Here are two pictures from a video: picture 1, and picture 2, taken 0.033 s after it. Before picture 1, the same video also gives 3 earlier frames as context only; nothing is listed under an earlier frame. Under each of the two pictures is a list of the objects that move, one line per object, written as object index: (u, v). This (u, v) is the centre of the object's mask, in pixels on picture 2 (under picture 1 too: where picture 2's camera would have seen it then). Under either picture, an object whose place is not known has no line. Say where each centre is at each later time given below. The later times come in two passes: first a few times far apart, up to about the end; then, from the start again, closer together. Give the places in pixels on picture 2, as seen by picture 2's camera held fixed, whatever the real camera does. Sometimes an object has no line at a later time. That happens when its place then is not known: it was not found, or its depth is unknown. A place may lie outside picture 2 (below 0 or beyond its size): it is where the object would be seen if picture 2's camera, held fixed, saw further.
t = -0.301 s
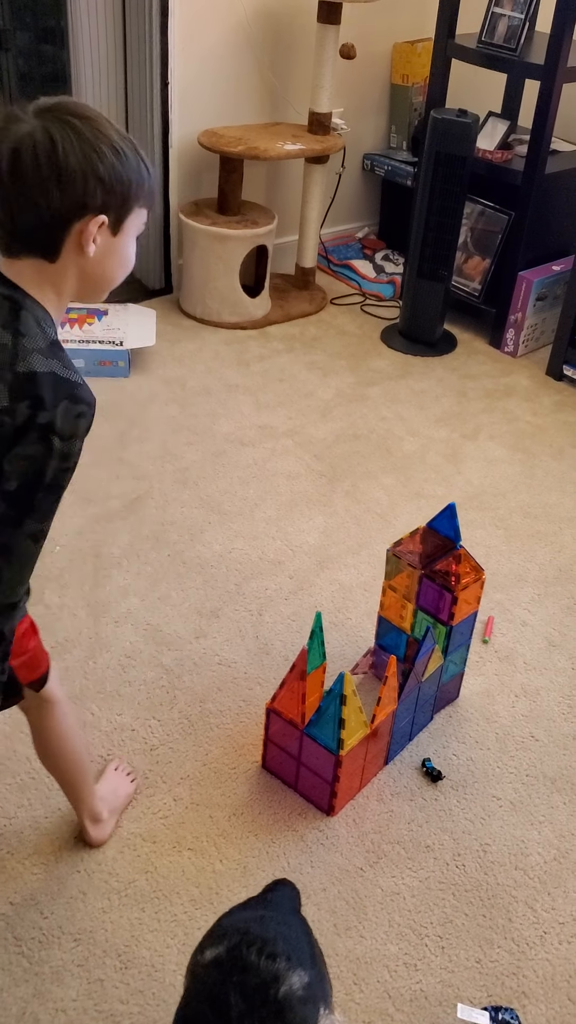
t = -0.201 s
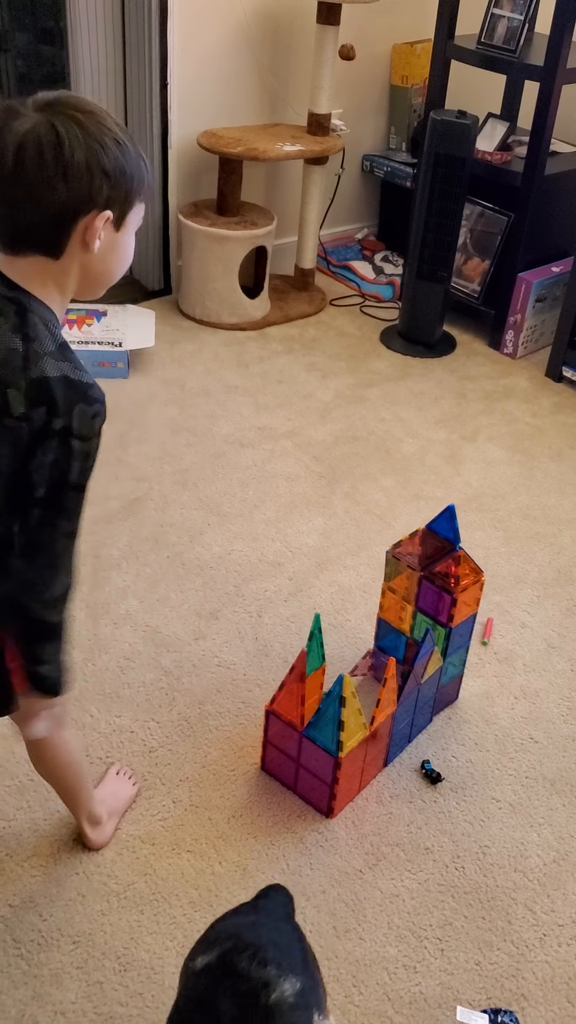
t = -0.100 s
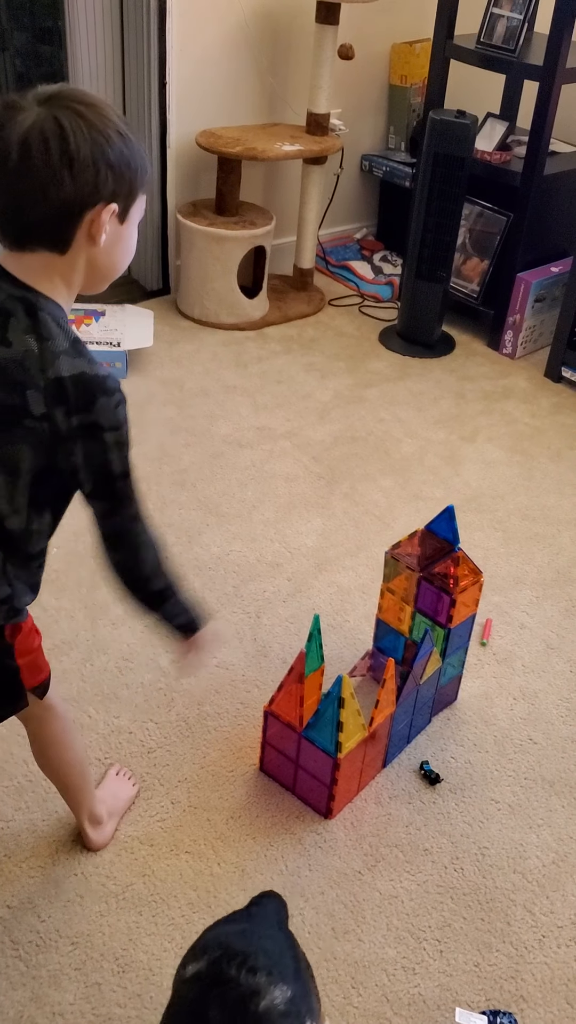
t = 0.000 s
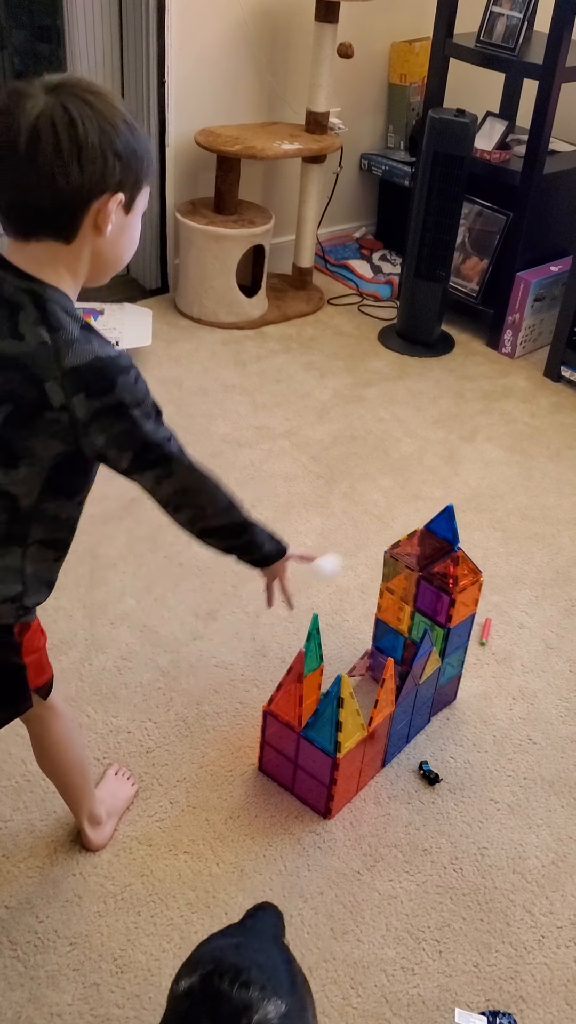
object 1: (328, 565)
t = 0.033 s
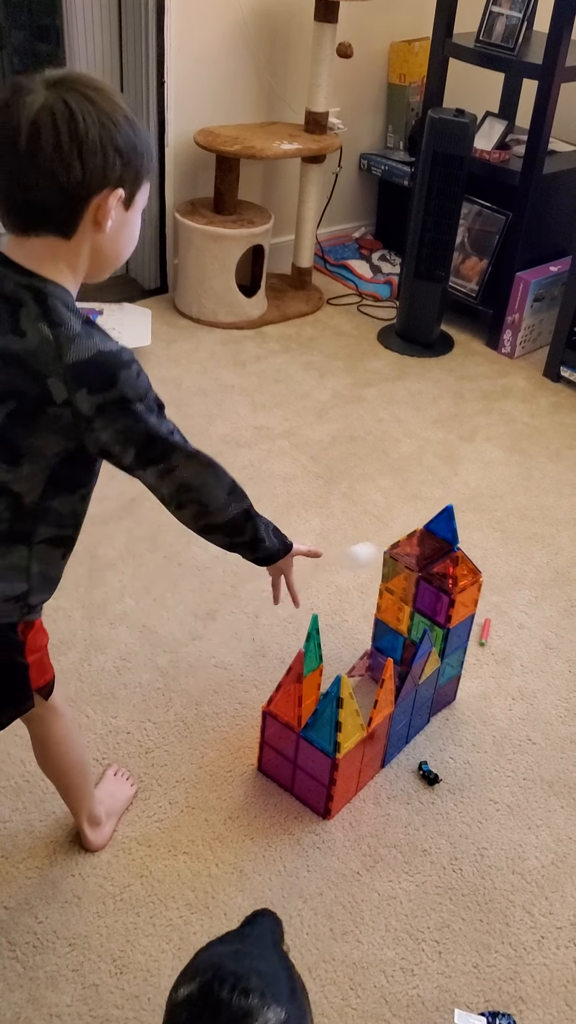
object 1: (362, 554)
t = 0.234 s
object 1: (390, 554)
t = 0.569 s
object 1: (264, 824)
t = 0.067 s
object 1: (394, 549)
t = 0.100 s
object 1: (421, 547)
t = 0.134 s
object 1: (419, 543)
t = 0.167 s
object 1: (410, 542)
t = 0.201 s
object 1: (400, 546)
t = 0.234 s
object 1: (390, 554)
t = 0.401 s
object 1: (321, 680)
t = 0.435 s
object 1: (305, 721)
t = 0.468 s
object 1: (289, 765)
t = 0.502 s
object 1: (275, 810)
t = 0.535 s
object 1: (265, 831)
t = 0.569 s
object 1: (264, 824)
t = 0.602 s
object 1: (263, 822)
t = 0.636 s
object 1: (261, 823)
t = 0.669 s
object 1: (259, 828)
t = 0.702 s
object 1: (257, 838)
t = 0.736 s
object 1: (254, 852)
